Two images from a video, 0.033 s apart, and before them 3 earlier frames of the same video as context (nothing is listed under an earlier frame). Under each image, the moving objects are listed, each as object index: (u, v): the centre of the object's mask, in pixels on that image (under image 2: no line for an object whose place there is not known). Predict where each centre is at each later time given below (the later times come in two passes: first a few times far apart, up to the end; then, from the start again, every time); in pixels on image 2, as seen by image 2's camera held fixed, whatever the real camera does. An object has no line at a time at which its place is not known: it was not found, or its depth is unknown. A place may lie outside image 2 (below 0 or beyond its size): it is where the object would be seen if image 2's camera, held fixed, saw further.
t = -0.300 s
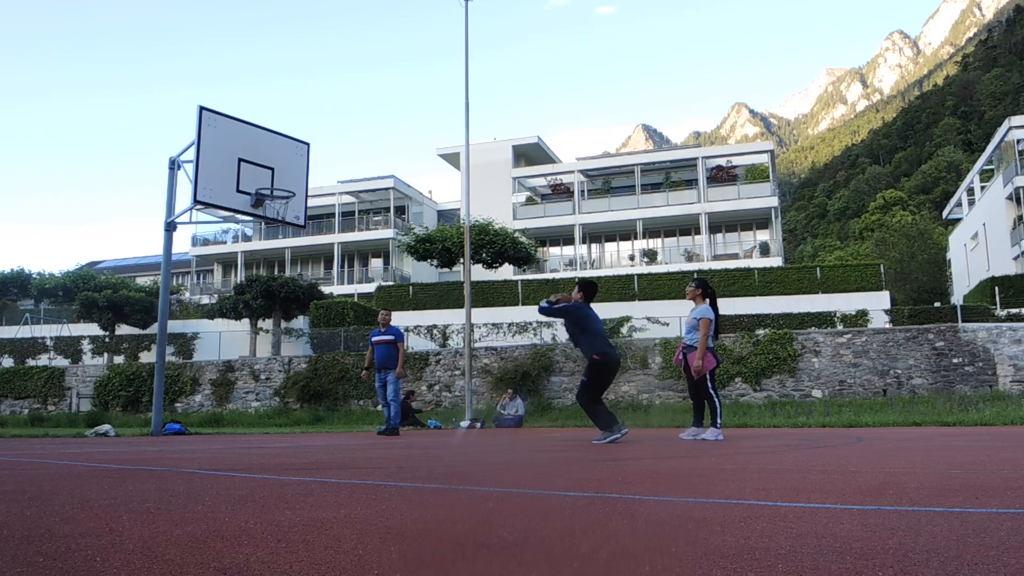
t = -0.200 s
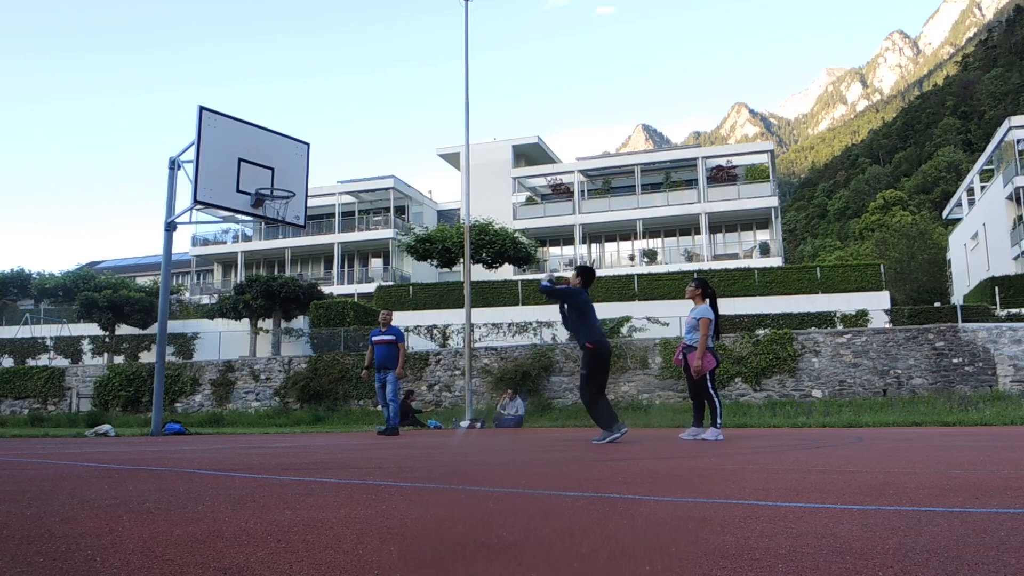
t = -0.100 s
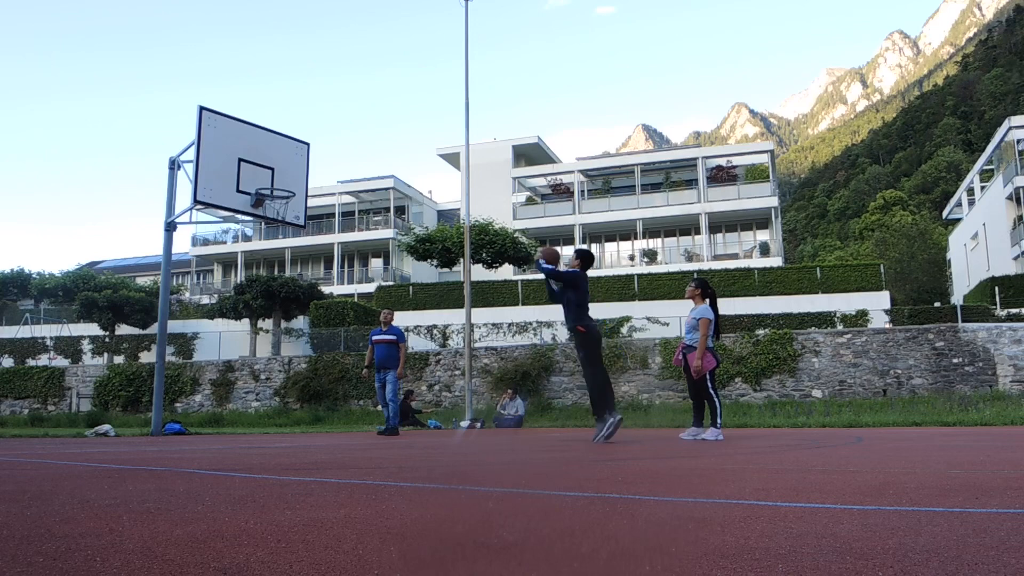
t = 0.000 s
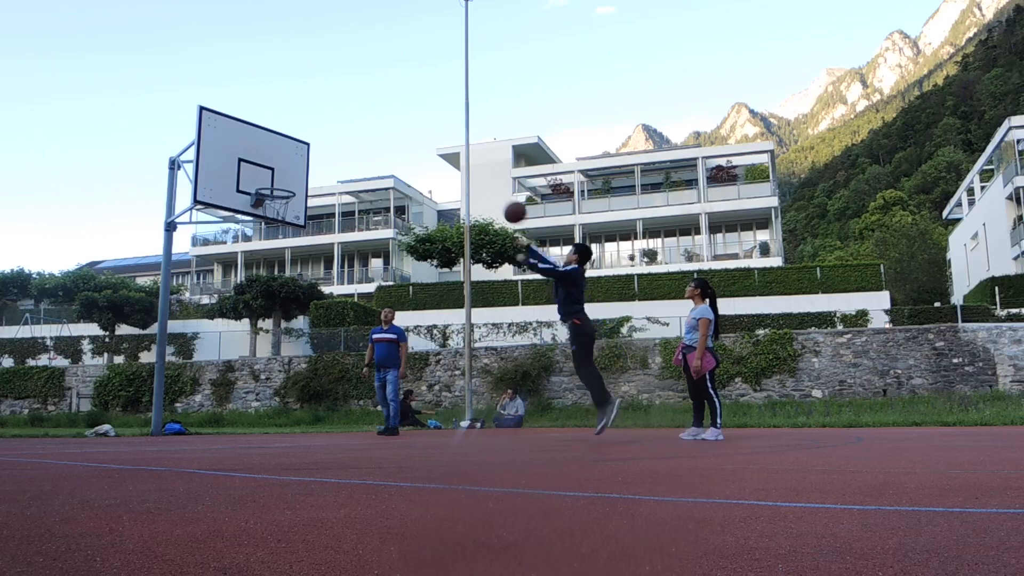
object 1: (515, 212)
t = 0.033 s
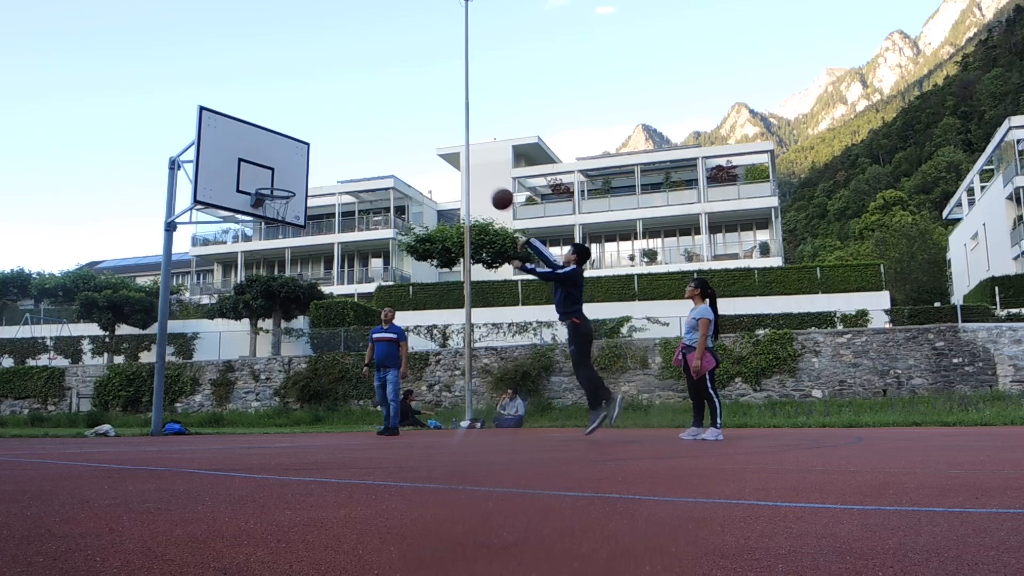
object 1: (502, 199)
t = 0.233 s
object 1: (434, 146)
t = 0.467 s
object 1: (364, 133)
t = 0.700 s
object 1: (302, 163)
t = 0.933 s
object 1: (265, 158)
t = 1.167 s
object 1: (254, 134)
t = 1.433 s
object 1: (244, 157)
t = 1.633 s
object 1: (234, 213)
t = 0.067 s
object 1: (490, 187)
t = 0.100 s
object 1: (478, 176)
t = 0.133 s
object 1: (467, 167)
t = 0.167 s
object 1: (456, 159)
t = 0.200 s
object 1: (445, 152)
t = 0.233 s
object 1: (434, 146)
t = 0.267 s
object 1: (423, 141)
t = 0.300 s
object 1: (413, 138)
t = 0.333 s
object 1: (402, 135)
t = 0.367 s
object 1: (393, 133)
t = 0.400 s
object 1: (383, 132)
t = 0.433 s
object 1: (373, 132)
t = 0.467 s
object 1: (364, 133)
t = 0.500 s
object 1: (355, 135)
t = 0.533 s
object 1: (345, 137)
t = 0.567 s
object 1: (336, 141)
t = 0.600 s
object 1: (328, 145)
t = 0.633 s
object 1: (319, 150)
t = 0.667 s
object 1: (310, 156)
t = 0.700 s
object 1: (302, 163)
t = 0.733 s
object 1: (294, 170)
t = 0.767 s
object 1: (285, 178)
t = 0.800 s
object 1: (278, 184)
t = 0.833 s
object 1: (274, 179)
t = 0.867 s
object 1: (271, 171)
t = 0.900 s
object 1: (268, 164)
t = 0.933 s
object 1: (265, 158)
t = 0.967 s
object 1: (262, 152)
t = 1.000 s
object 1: (259, 147)
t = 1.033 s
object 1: (258, 143)
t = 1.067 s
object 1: (257, 140)
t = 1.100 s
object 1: (256, 137)
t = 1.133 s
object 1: (255, 135)
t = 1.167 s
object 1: (254, 134)
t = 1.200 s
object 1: (253, 134)
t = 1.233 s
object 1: (251, 134)
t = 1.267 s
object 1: (250, 136)
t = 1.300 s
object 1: (249, 139)
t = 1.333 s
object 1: (248, 142)
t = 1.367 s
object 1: (246, 146)
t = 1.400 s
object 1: (245, 152)
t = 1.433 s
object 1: (244, 157)
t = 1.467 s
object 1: (242, 164)
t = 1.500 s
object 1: (240, 172)
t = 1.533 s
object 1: (239, 181)
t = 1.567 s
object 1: (237, 191)
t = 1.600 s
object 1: (236, 202)
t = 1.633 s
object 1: (234, 213)
